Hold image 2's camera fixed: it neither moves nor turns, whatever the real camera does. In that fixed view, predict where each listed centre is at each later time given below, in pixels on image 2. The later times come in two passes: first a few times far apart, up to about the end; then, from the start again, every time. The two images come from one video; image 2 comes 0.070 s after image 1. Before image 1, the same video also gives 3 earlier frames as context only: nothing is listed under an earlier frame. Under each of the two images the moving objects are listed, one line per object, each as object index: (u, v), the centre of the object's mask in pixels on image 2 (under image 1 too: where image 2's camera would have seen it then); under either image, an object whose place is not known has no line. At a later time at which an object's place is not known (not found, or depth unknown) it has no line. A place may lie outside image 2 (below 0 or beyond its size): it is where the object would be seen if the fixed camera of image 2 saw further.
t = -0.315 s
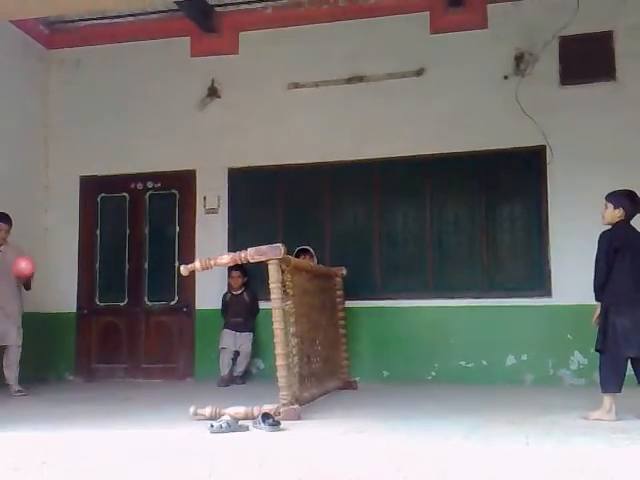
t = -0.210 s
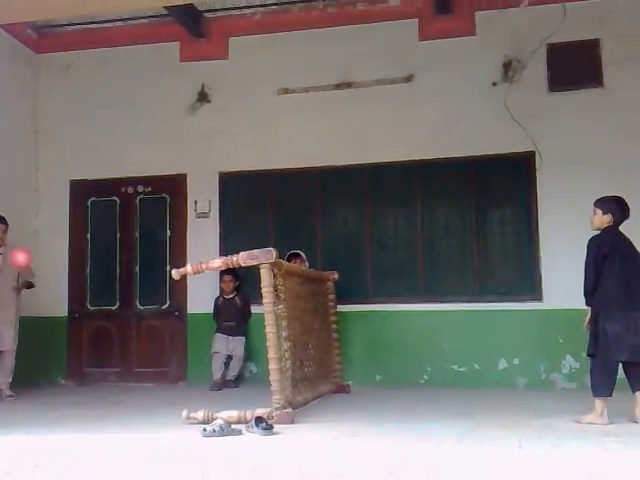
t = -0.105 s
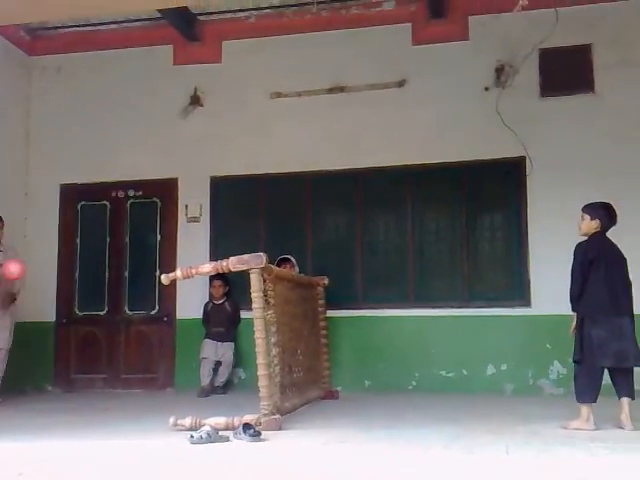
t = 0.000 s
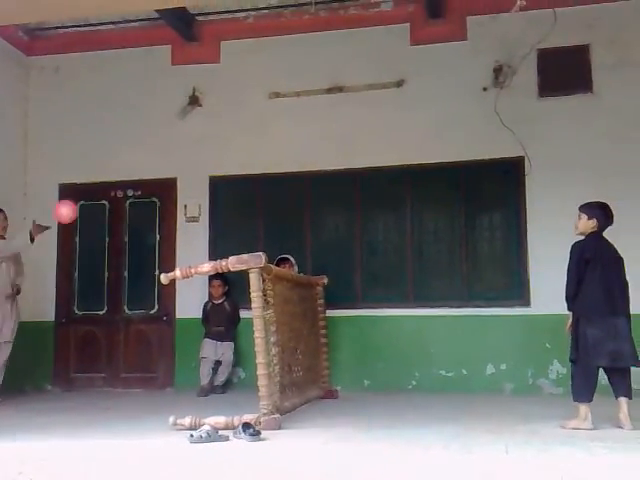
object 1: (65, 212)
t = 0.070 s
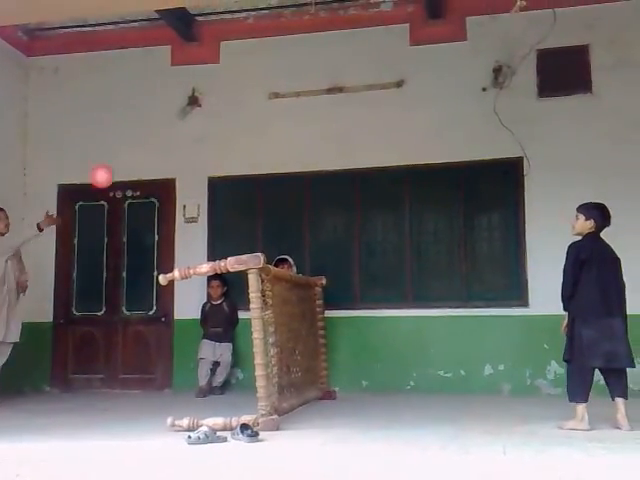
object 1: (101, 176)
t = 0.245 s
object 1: (195, 115)
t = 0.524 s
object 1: (350, 104)
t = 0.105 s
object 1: (120, 160)
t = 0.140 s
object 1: (139, 147)
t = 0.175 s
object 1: (158, 134)
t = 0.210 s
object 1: (176, 123)
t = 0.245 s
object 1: (195, 115)
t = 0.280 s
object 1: (214, 108)
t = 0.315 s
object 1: (233, 102)
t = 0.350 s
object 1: (252, 98)
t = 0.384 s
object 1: (272, 96)
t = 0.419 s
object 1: (292, 95)
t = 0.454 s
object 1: (311, 97)
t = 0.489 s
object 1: (331, 100)
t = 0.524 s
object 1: (350, 104)
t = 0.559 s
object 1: (371, 110)
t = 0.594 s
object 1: (392, 119)
